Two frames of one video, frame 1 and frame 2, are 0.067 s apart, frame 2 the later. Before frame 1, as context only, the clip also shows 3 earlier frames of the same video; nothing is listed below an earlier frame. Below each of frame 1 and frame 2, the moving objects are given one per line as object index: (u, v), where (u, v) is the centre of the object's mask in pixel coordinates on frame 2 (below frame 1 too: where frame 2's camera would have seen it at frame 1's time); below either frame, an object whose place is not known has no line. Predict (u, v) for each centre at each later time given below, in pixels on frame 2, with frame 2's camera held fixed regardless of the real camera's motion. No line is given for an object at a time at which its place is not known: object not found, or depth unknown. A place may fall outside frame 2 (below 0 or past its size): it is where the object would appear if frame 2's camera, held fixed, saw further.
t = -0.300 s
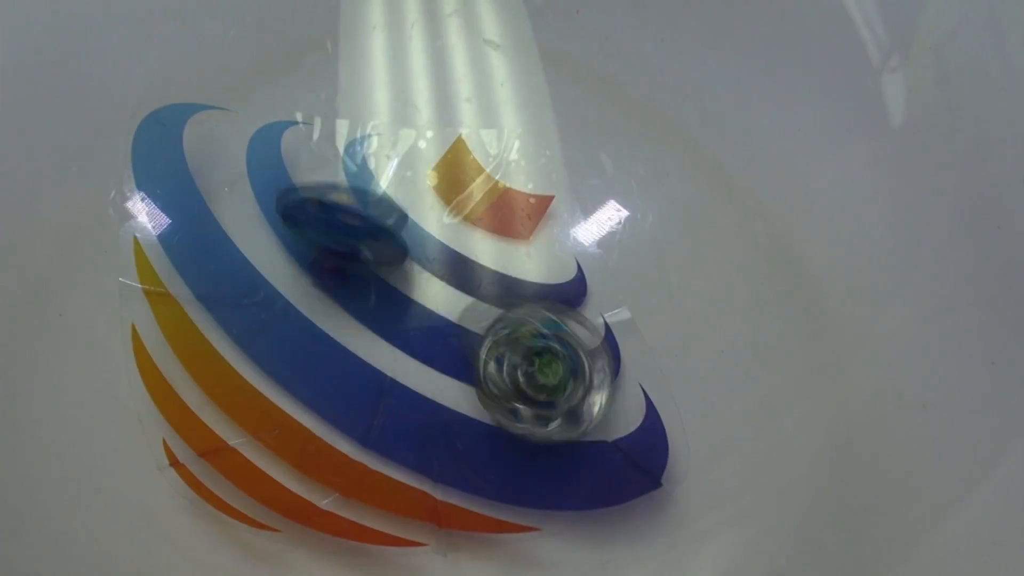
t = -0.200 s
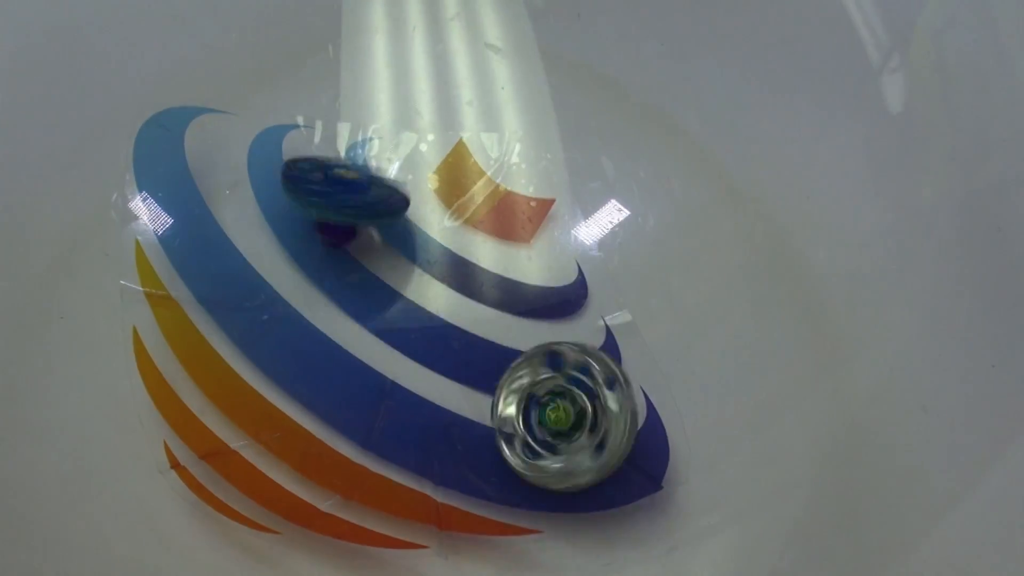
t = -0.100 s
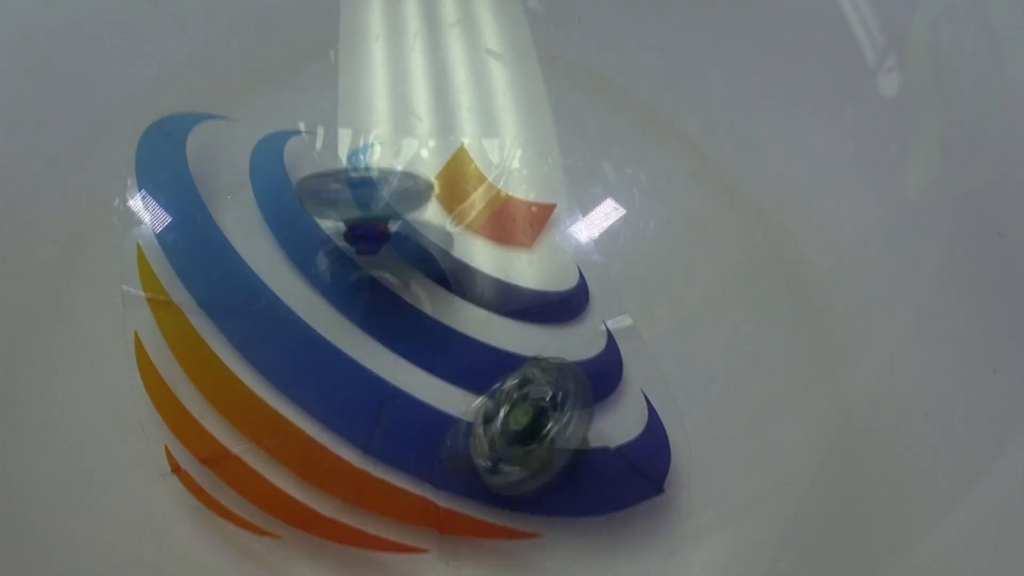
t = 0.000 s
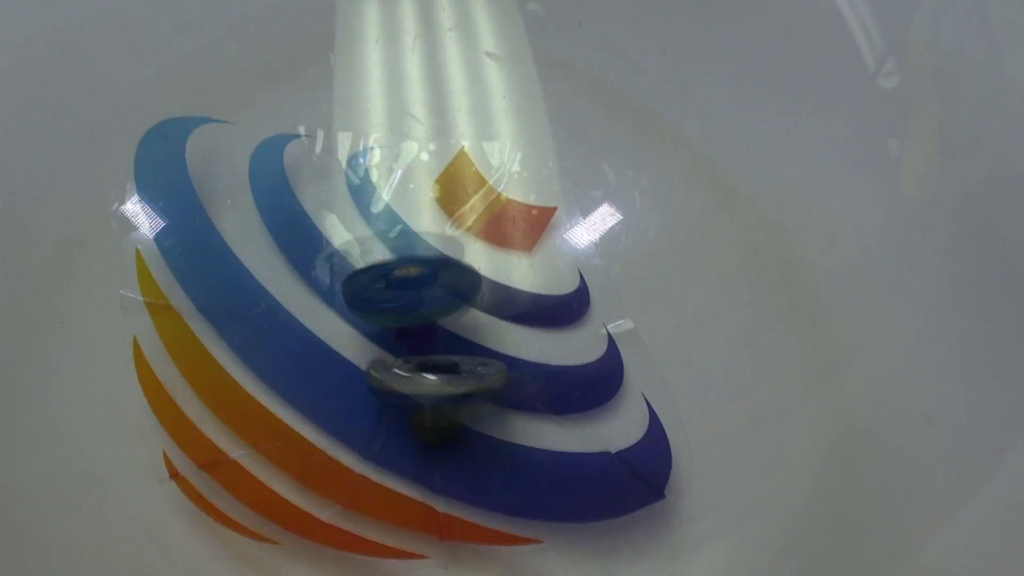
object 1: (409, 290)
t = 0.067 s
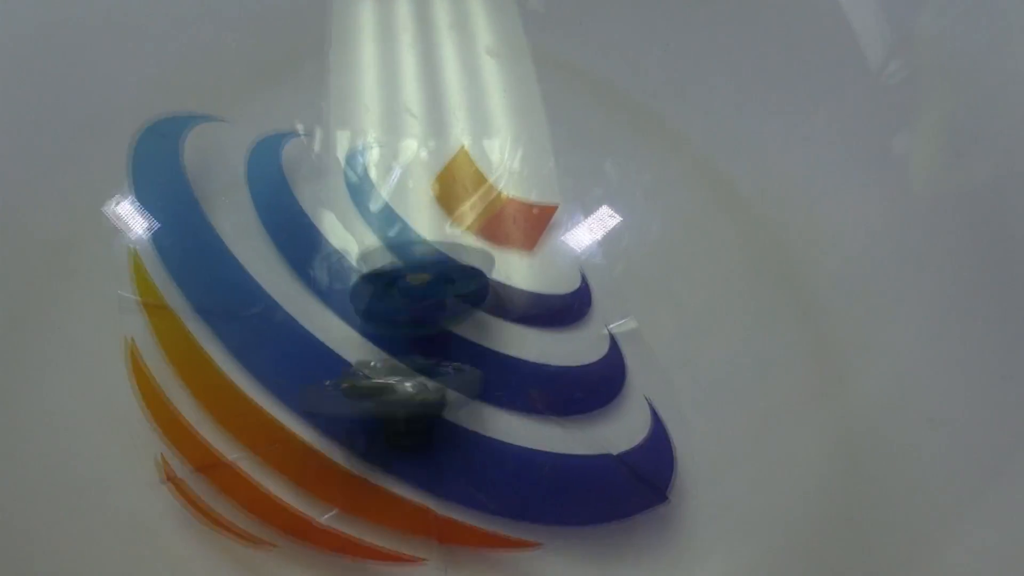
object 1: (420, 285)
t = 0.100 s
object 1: (427, 270)
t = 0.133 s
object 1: (431, 253)
